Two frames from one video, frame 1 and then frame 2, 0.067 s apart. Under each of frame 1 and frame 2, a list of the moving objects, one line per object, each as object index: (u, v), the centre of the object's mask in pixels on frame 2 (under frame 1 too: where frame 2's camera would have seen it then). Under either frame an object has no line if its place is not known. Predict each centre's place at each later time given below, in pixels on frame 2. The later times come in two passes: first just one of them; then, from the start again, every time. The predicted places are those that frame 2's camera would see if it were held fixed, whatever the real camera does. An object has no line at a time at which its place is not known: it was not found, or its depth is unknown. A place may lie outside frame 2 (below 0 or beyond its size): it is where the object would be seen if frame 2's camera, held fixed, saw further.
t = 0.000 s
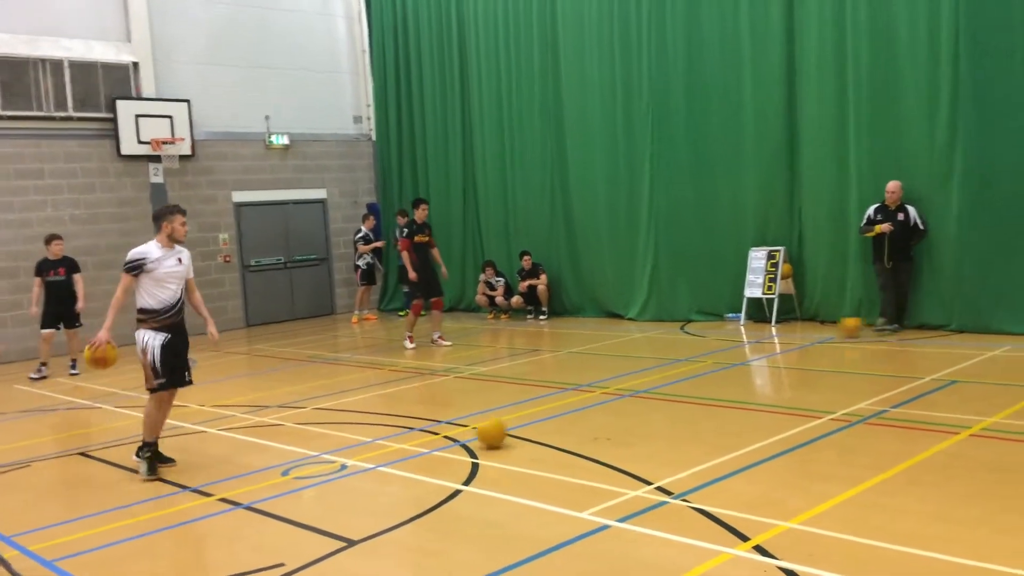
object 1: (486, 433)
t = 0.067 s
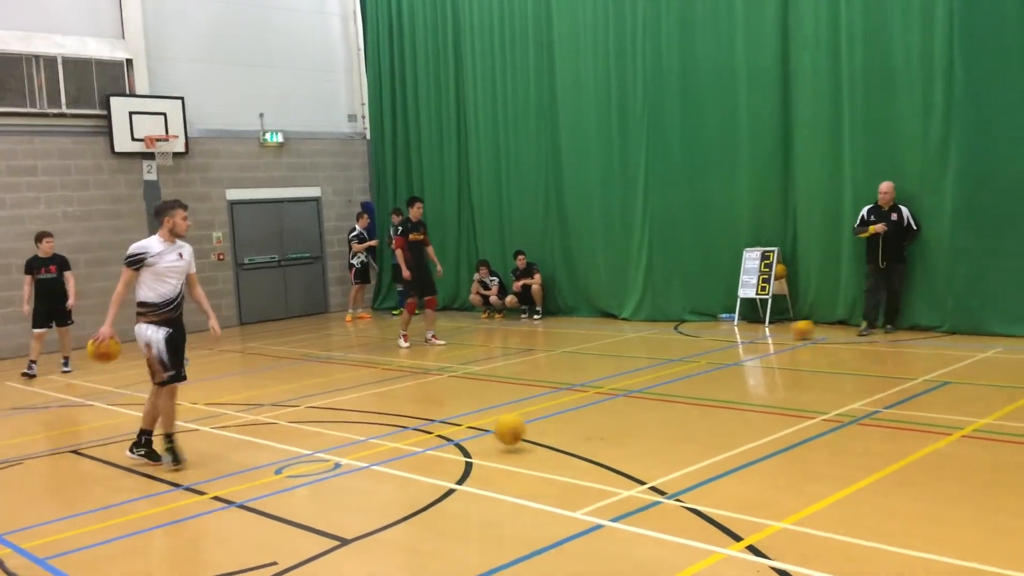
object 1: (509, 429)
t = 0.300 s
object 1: (598, 449)
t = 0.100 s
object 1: (522, 432)
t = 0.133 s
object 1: (534, 435)
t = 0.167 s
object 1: (547, 441)
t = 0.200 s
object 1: (556, 444)
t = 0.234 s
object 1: (570, 444)
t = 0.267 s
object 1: (584, 445)
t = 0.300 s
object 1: (598, 449)
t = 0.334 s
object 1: (613, 452)
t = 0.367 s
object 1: (629, 454)
